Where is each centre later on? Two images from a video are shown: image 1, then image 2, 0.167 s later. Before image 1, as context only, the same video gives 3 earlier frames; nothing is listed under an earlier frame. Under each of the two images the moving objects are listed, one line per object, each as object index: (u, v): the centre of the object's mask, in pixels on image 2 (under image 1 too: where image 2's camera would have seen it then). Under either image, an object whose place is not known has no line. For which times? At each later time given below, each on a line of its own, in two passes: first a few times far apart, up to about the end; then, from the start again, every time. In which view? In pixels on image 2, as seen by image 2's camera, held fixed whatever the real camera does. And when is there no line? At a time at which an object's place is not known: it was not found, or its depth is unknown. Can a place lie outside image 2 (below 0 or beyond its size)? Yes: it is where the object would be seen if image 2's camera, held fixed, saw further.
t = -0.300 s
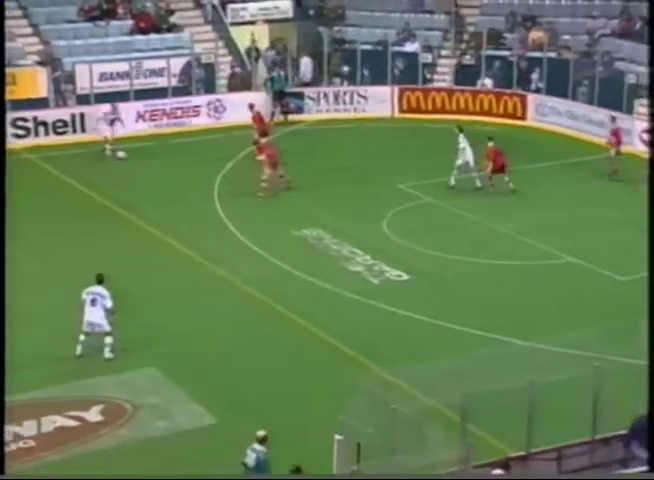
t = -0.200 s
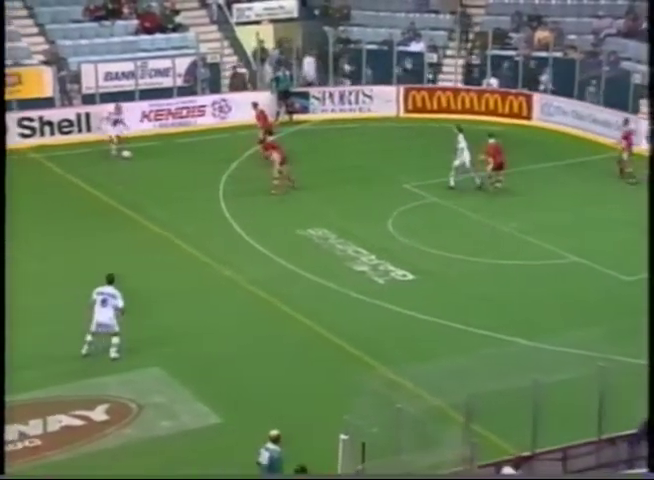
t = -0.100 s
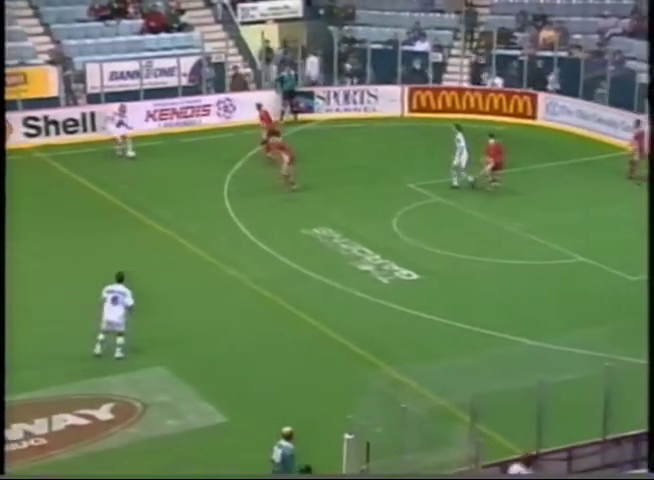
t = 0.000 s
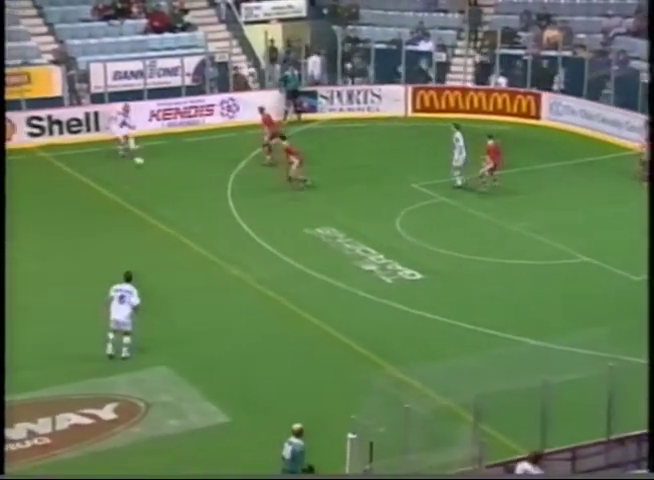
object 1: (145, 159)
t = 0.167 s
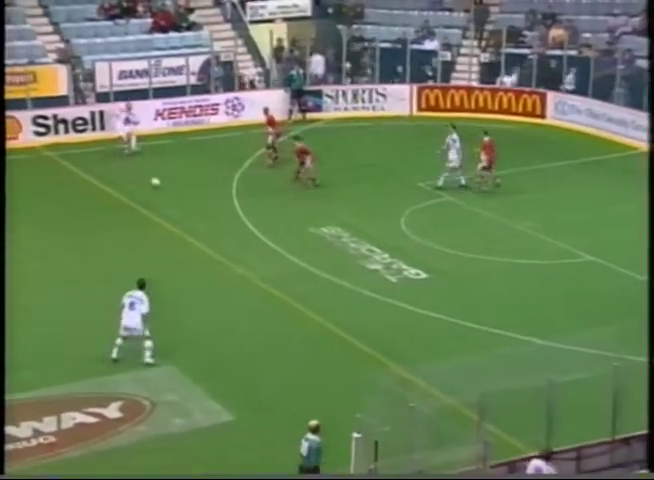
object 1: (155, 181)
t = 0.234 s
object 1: (159, 187)
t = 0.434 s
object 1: (173, 210)
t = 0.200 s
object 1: (157, 184)
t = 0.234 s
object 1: (159, 187)
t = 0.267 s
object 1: (161, 189)
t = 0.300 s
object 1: (163, 193)
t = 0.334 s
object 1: (166, 197)
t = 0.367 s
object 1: (168, 201)
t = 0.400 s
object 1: (170, 206)
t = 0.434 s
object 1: (173, 210)
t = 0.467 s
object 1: (175, 212)
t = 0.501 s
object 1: (177, 215)
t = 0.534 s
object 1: (180, 217)
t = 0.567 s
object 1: (182, 220)
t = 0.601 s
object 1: (184, 224)
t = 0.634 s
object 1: (187, 227)
